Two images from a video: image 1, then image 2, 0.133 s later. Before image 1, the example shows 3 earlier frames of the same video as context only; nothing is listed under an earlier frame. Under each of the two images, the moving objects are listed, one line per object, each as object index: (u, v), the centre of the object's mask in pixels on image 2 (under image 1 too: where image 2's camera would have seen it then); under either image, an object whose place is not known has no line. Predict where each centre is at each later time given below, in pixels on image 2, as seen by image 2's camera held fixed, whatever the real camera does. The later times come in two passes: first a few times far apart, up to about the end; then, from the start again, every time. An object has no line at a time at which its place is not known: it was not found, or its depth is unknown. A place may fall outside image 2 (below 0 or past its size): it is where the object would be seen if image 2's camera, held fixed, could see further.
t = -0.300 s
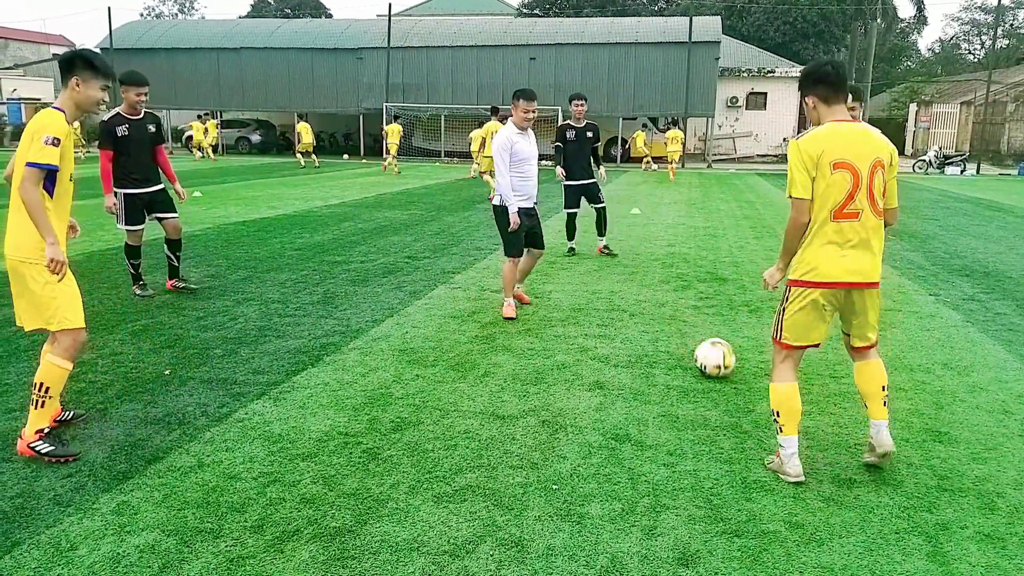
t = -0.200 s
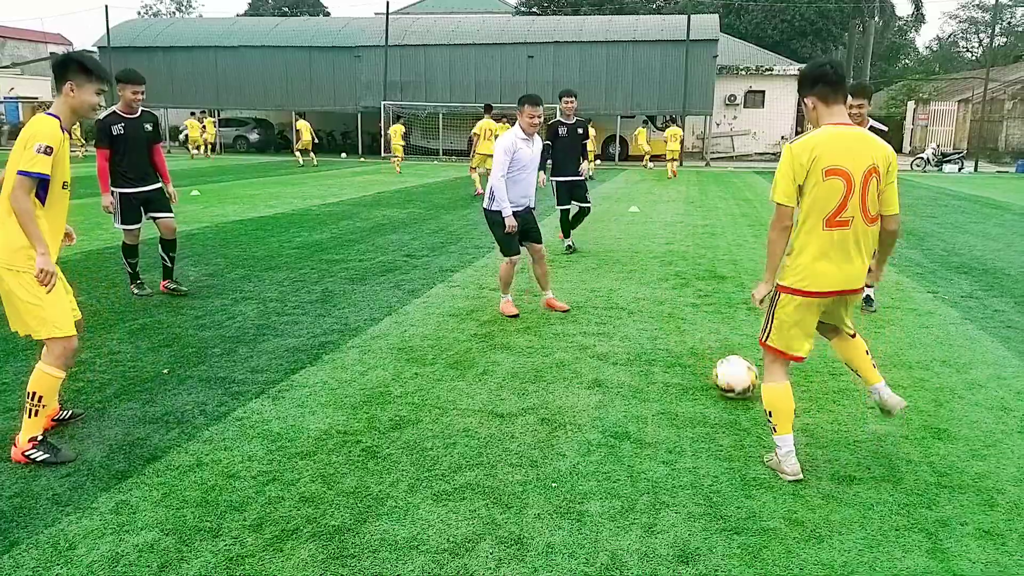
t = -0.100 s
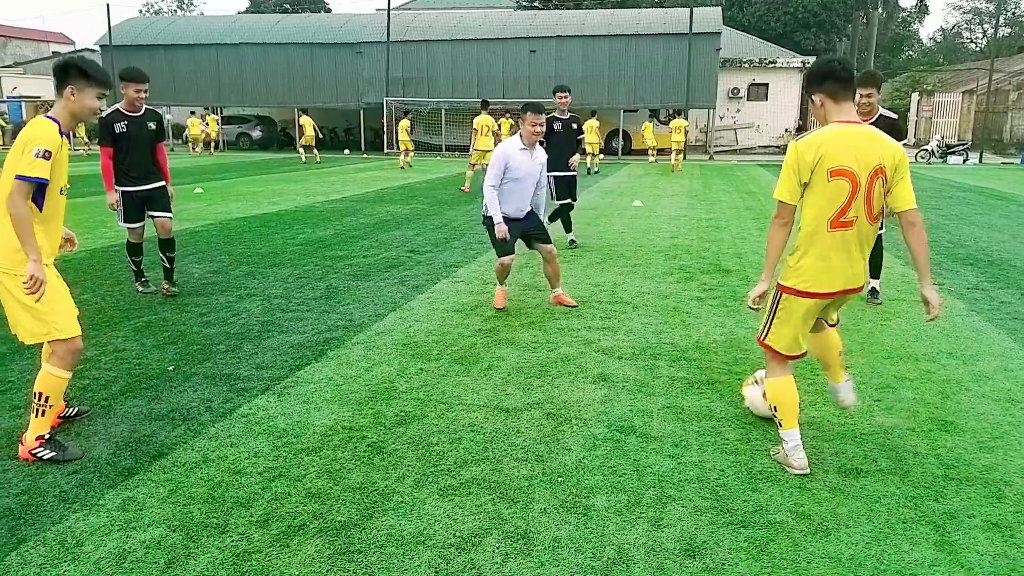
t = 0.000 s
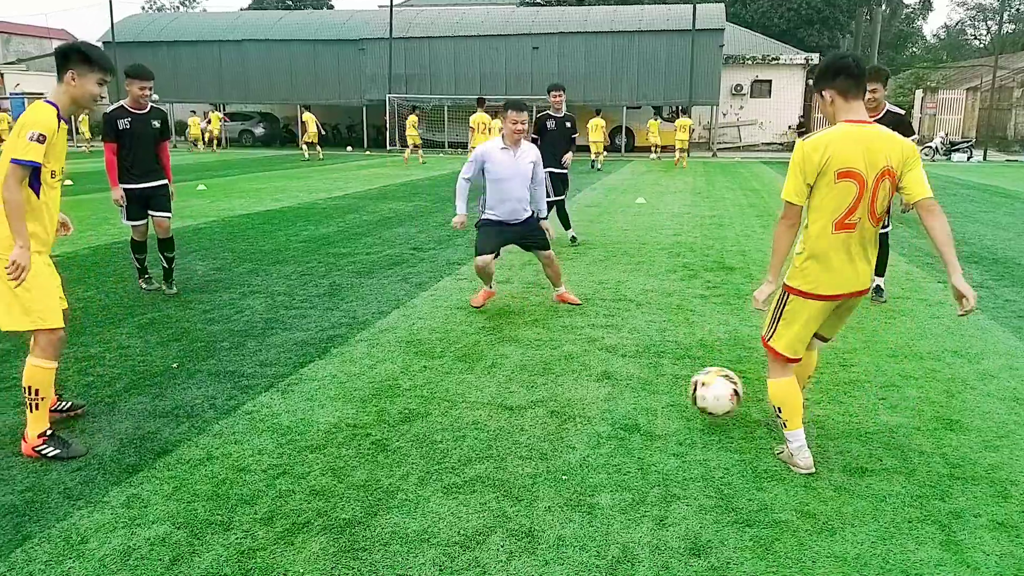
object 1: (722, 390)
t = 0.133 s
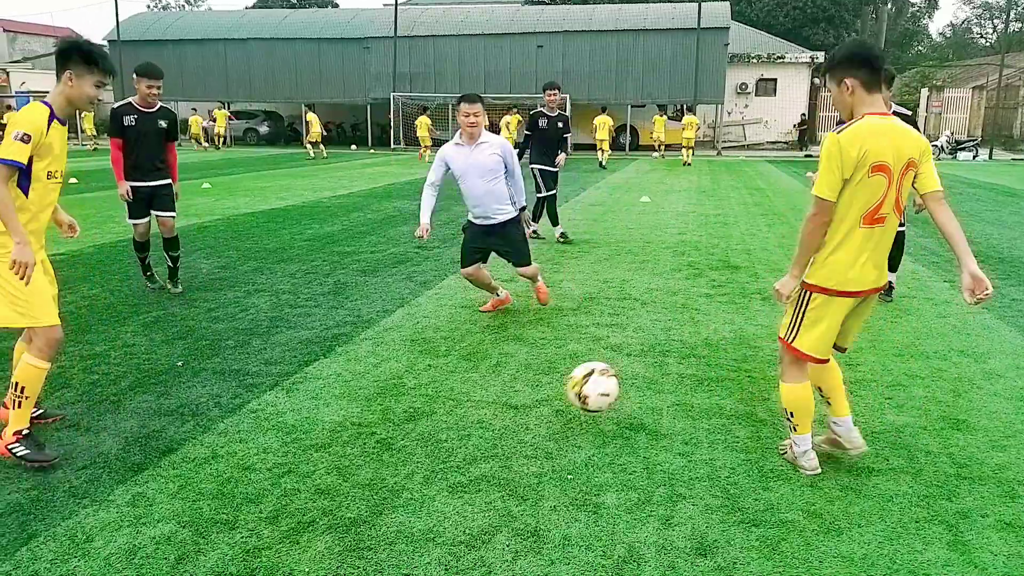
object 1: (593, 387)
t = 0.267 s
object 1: (475, 400)
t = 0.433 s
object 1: (350, 410)
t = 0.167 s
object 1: (561, 392)
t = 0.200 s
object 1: (529, 399)
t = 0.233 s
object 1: (498, 407)
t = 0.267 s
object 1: (475, 400)
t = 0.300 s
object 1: (451, 398)
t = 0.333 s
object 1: (425, 397)
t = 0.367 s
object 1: (400, 400)
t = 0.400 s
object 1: (375, 404)
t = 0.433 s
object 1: (350, 410)
